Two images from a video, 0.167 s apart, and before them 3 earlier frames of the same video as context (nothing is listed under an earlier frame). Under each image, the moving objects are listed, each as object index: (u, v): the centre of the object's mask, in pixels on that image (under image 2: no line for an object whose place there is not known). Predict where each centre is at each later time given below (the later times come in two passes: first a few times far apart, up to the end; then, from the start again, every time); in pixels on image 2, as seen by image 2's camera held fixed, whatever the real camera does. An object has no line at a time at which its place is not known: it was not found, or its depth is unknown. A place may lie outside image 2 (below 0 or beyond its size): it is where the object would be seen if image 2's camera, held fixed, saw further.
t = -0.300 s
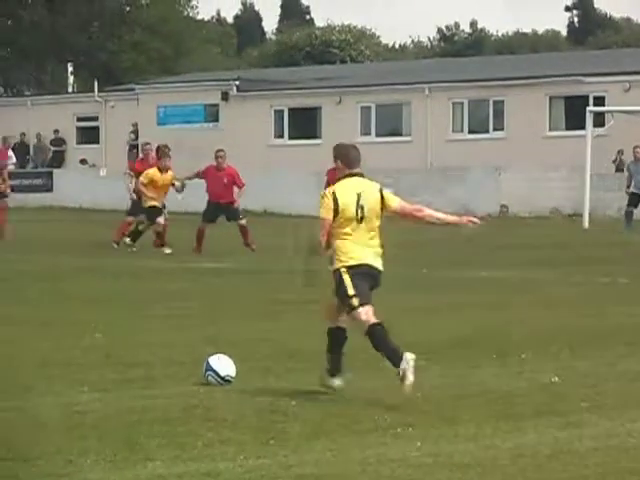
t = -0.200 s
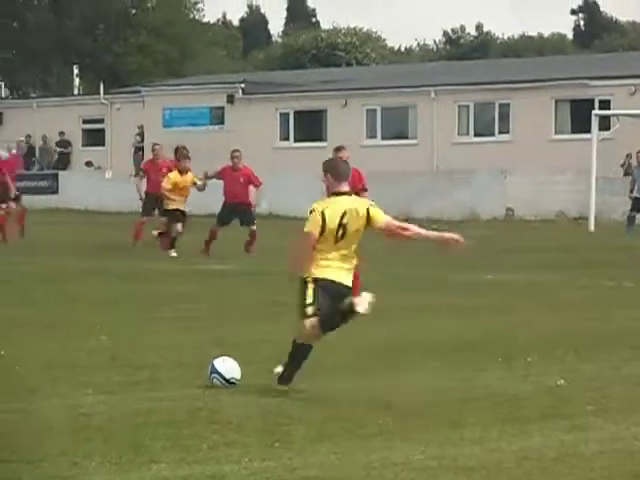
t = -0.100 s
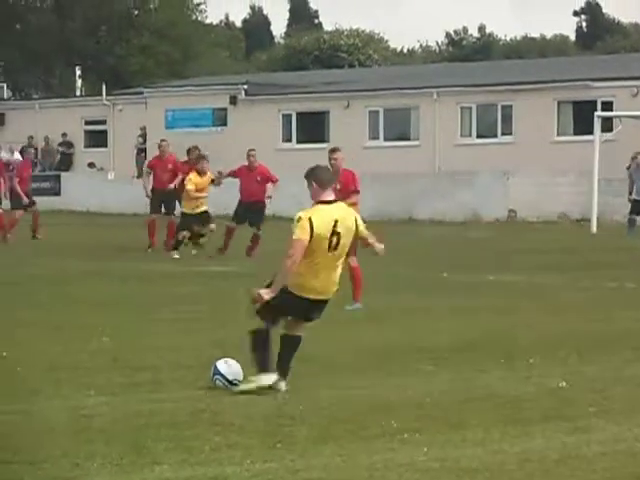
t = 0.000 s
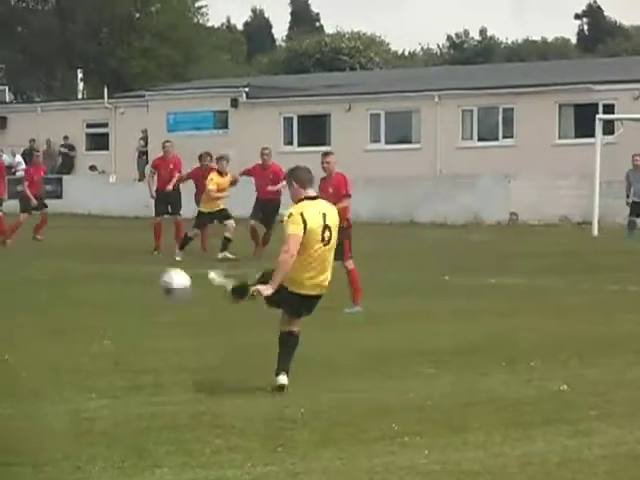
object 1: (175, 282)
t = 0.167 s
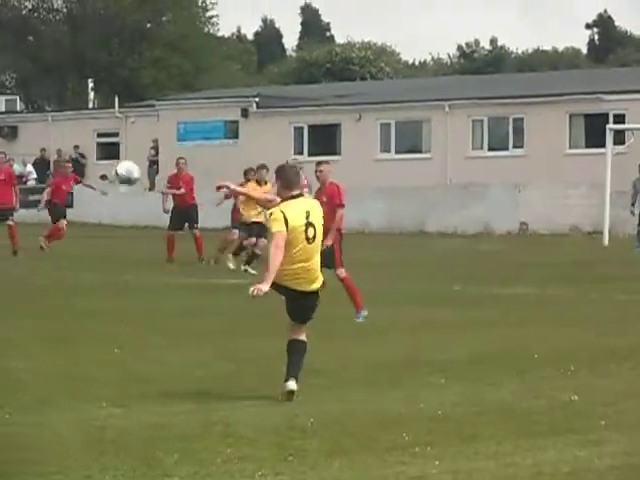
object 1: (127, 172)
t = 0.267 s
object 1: (111, 133)
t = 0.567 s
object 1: (110, 106)
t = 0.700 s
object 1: (124, 124)
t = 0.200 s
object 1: (120, 157)
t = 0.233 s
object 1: (115, 144)
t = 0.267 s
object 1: (111, 133)
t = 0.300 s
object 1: (110, 122)
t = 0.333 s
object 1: (107, 116)
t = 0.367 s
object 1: (105, 112)
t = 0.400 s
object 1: (104, 106)
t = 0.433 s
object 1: (105, 104)
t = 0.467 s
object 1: (106, 103)
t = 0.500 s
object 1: (107, 103)
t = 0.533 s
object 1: (108, 104)
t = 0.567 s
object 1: (110, 106)
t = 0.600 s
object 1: (113, 108)
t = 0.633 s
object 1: (116, 114)
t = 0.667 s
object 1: (120, 119)
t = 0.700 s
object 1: (124, 124)
